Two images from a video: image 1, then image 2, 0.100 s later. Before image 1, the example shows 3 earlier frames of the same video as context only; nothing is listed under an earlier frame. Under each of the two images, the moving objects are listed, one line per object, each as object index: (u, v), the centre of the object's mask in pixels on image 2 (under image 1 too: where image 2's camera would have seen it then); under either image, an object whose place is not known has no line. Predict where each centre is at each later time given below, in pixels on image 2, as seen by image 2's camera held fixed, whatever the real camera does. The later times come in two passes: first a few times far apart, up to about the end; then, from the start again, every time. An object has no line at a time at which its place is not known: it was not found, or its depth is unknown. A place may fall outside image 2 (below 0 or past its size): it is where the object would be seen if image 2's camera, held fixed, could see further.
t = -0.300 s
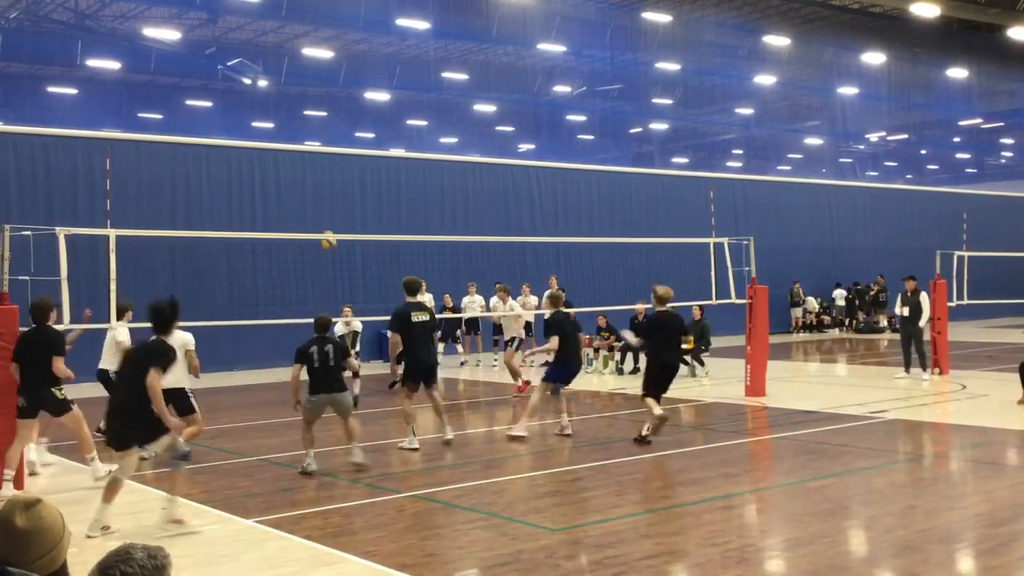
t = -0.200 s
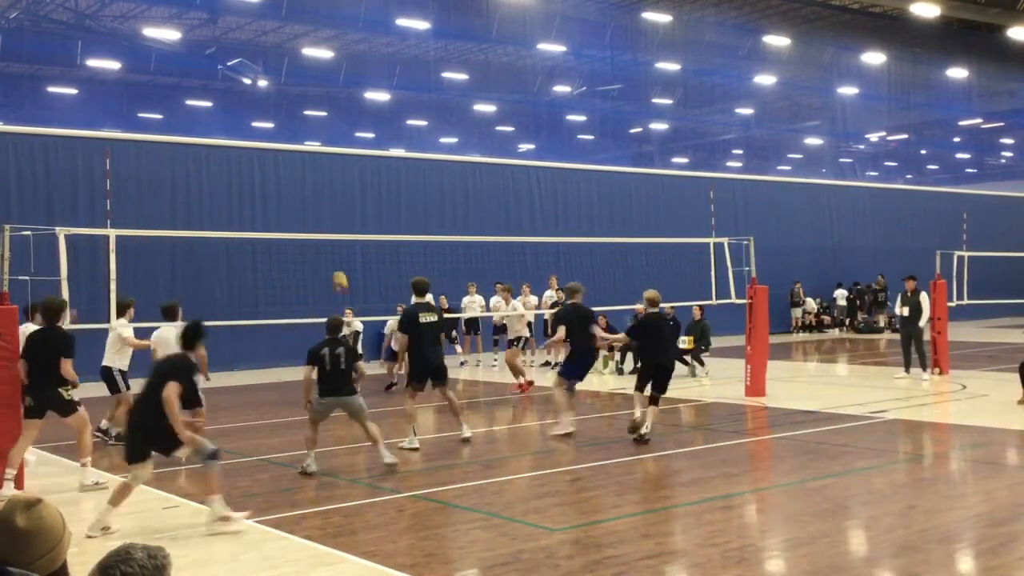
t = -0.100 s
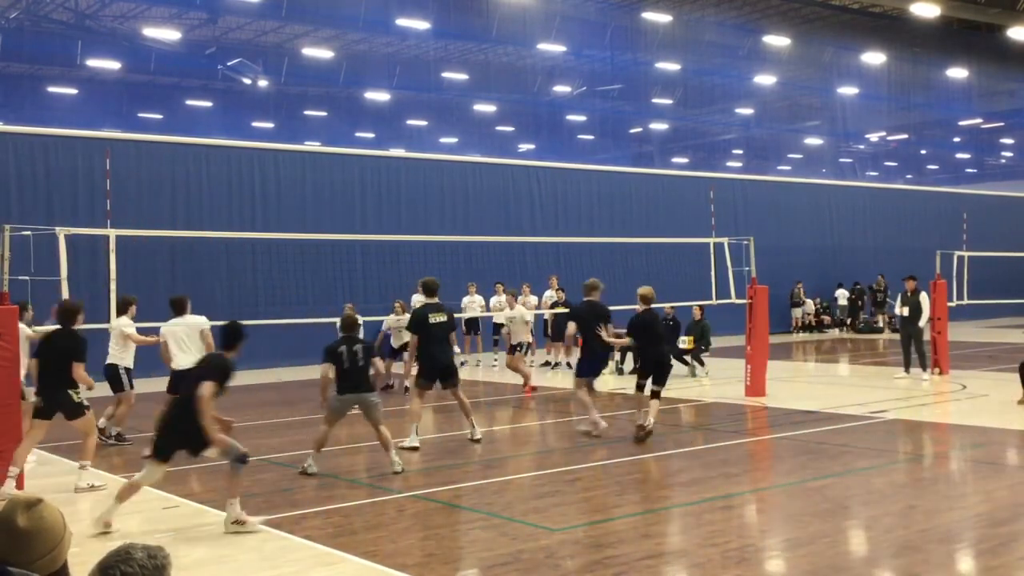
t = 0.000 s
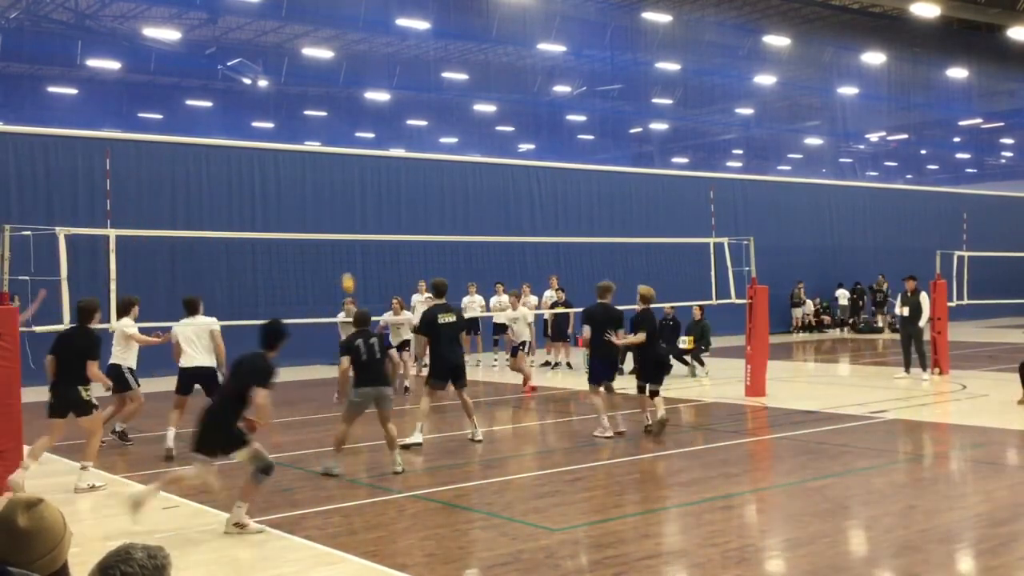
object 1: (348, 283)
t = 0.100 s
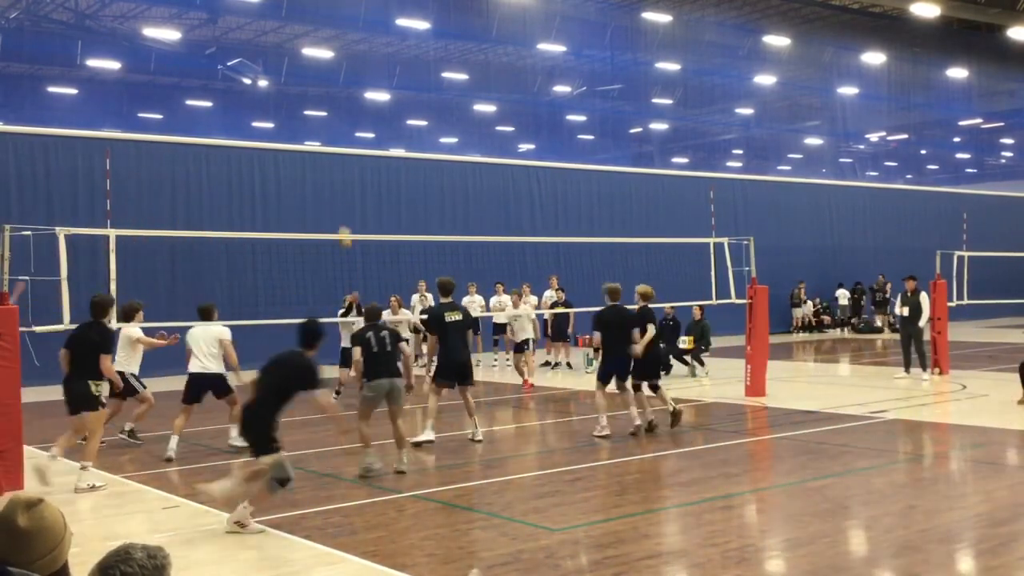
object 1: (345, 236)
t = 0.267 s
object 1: (340, 168)
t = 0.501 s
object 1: (334, 101)
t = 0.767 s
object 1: (327, 69)
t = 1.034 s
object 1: (322, 91)
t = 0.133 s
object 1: (344, 222)
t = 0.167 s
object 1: (343, 208)
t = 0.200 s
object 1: (342, 194)
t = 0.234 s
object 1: (341, 181)
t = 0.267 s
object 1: (340, 168)
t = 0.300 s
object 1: (339, 158)
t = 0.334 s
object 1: (339, 146)
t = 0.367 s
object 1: (338, 134)
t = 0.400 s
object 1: (337, 126)
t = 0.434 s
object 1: (336, 117)
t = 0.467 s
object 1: (335, 109)
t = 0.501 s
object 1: (334, 101)
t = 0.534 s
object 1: (333, 94)
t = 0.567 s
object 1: (332, 89)
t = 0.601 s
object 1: (331, 83)
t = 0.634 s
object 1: (331, 79)
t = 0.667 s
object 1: (330, 75)
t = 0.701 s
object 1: (329, 72)
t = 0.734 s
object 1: (328, 70)
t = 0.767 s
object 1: (327, 69)
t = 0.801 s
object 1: (327, 69)
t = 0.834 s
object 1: (326, 69)
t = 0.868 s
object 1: (325, 71)
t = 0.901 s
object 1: (325, 73)
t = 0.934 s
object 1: (324, 76)
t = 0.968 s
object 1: (323, 80)
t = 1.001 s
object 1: (323, 85)
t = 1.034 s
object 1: (322, 91)
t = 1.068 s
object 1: (322, 98)
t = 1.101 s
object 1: (321, 105)
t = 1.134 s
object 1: (321, 115)
